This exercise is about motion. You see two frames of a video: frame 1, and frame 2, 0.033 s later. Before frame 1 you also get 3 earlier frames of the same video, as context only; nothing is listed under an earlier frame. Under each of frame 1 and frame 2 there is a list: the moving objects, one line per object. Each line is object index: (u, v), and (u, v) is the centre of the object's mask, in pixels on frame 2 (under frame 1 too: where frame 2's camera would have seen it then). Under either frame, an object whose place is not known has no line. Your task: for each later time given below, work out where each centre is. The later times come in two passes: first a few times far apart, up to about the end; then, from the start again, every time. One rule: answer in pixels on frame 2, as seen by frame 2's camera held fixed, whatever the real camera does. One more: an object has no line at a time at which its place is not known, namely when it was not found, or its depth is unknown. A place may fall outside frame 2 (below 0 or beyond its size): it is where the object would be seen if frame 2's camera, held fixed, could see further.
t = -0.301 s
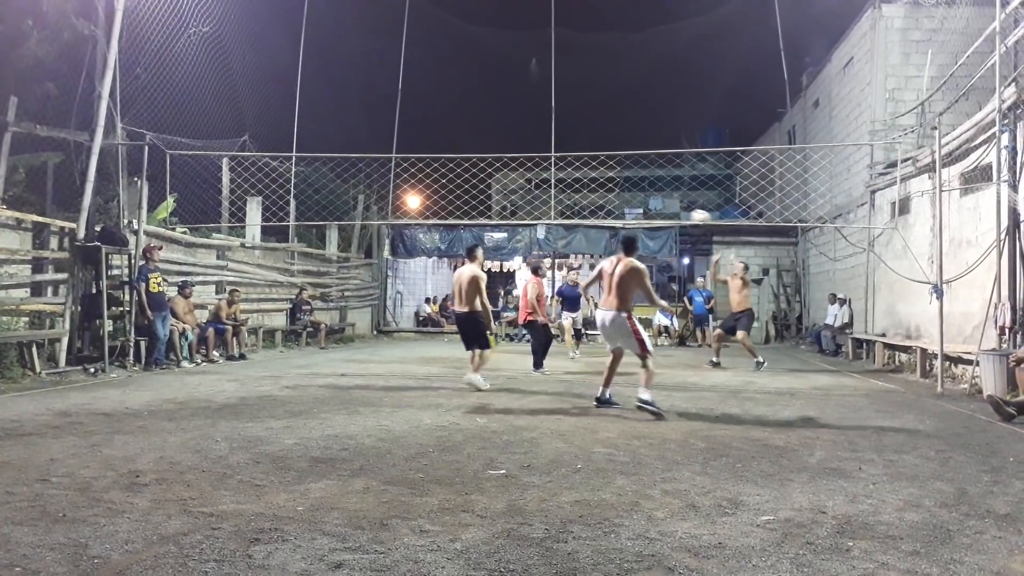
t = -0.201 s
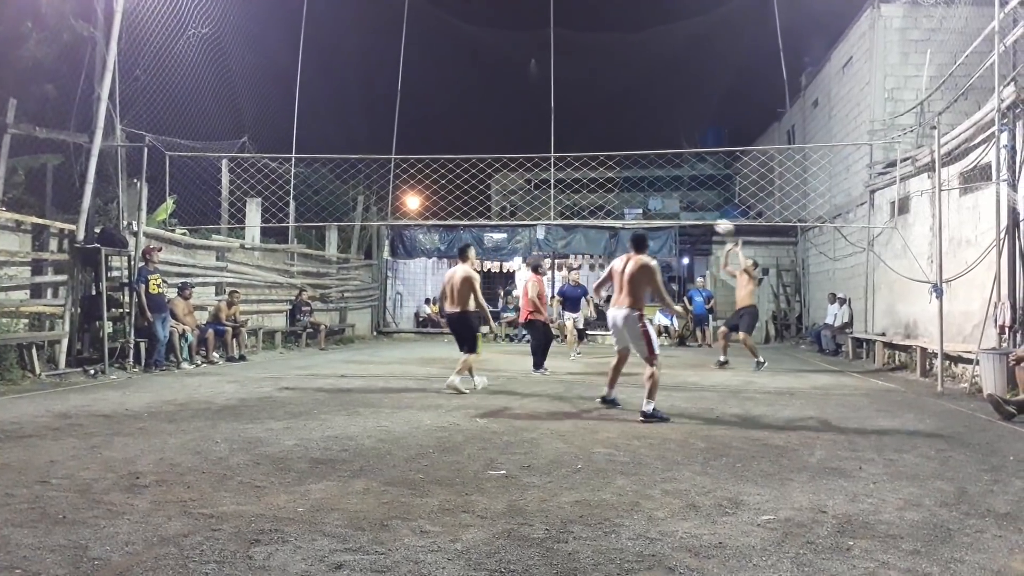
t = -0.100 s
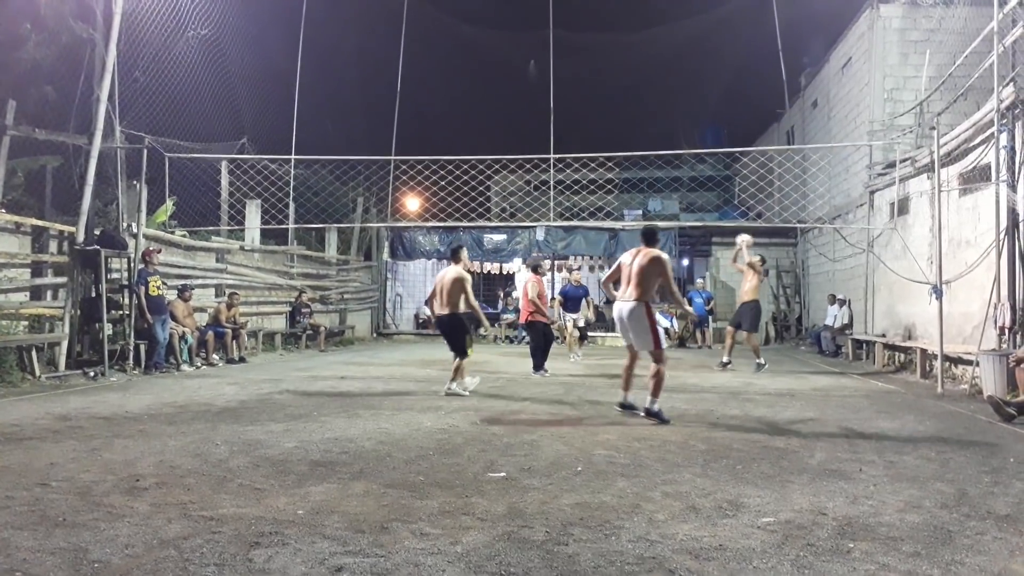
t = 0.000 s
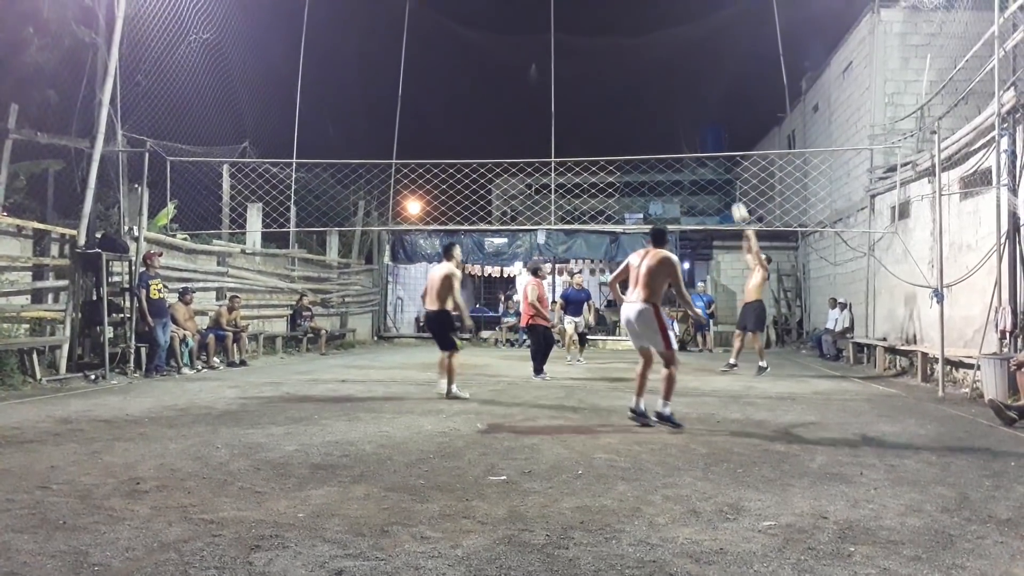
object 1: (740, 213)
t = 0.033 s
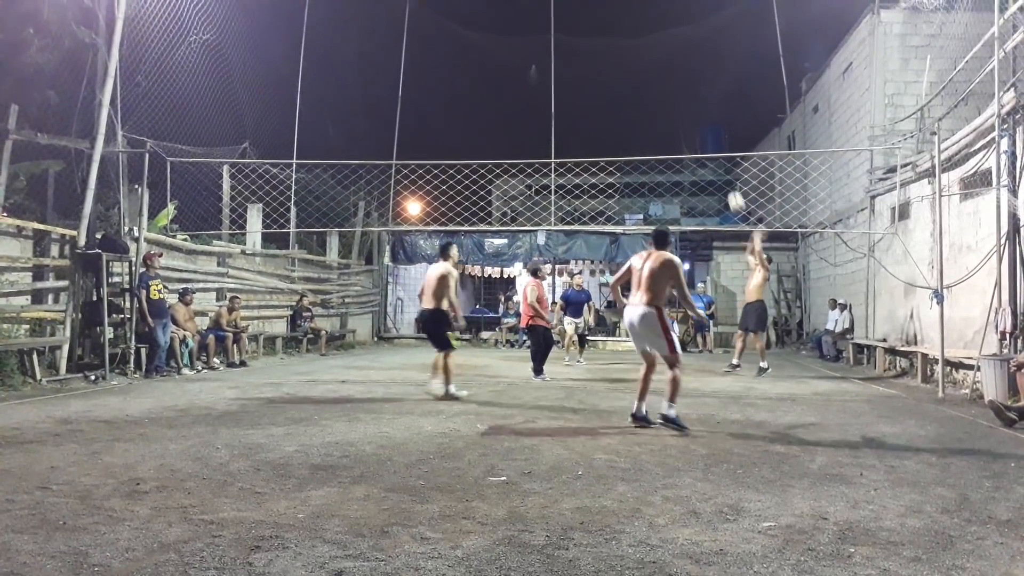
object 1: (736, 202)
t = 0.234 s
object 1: (713, 144)
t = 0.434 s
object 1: (689, 113)
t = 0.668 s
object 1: (661, 109)
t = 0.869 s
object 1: (636, 134)
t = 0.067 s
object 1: (732, 190)
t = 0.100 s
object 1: (728, 179)
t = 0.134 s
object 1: (725, 170)
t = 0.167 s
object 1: (721, 161)
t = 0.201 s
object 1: (717, 152)
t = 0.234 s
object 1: (713, 144)
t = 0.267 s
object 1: (709, 137)
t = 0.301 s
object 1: (705, 131)
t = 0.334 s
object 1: (701, 126)
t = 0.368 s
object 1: (697, 121)
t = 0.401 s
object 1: (693, 117)
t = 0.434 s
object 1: (689, 113)
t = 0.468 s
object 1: (685, 111)
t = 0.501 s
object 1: (681, 108)
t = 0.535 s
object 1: (677, 107)
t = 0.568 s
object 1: (673, 106)
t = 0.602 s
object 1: (669, 107)
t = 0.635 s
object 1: (665, 108)
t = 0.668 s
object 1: (661, 109)
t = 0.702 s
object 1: (657, 112)
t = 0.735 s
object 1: (653, 115)
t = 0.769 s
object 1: (649, 119)
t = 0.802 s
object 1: (645, 123)
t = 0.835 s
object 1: (640, 128)
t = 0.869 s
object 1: (636, 134)
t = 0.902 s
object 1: (632, 141)
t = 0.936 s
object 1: (628, 148)
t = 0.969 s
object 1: (624, 156)
